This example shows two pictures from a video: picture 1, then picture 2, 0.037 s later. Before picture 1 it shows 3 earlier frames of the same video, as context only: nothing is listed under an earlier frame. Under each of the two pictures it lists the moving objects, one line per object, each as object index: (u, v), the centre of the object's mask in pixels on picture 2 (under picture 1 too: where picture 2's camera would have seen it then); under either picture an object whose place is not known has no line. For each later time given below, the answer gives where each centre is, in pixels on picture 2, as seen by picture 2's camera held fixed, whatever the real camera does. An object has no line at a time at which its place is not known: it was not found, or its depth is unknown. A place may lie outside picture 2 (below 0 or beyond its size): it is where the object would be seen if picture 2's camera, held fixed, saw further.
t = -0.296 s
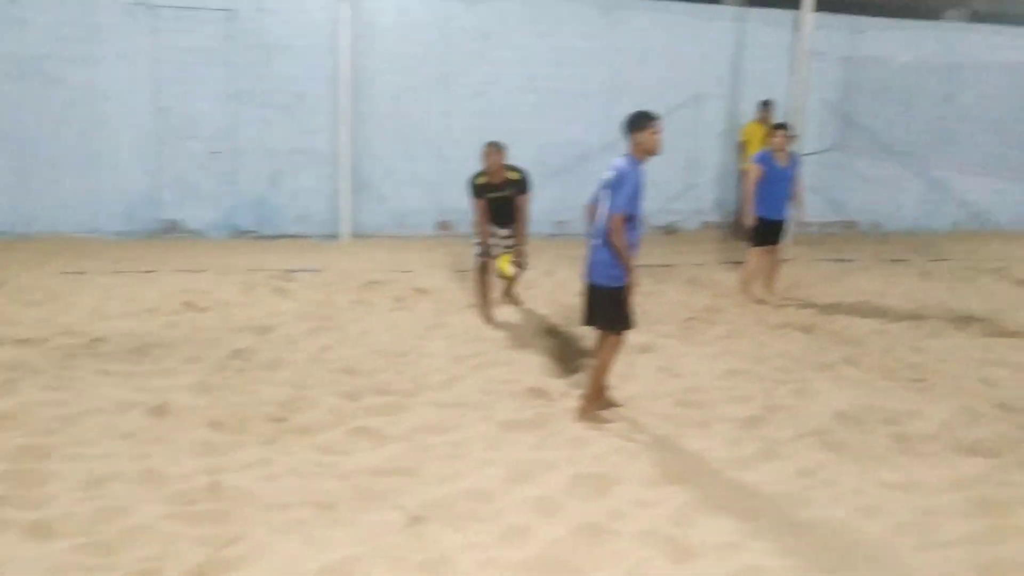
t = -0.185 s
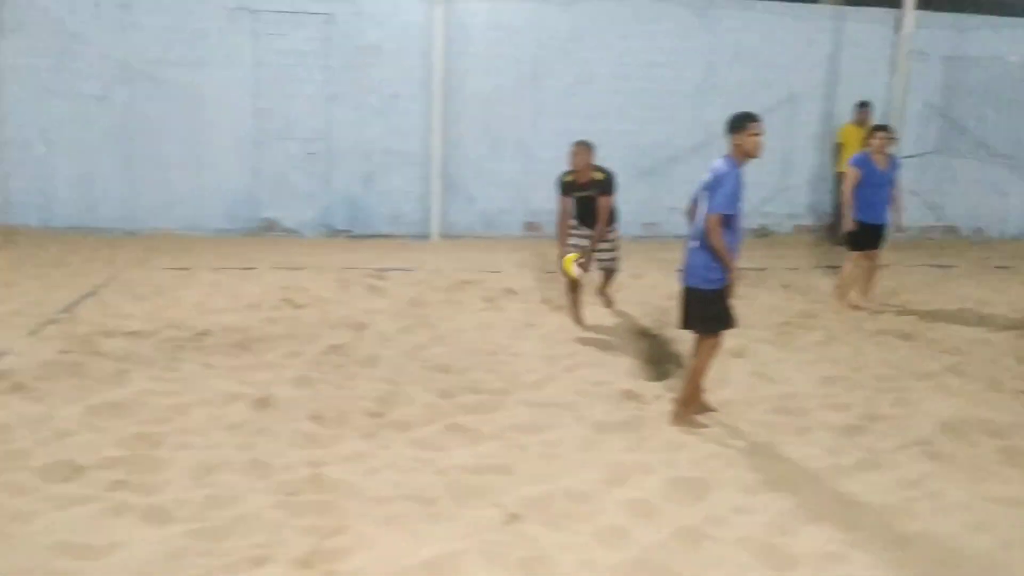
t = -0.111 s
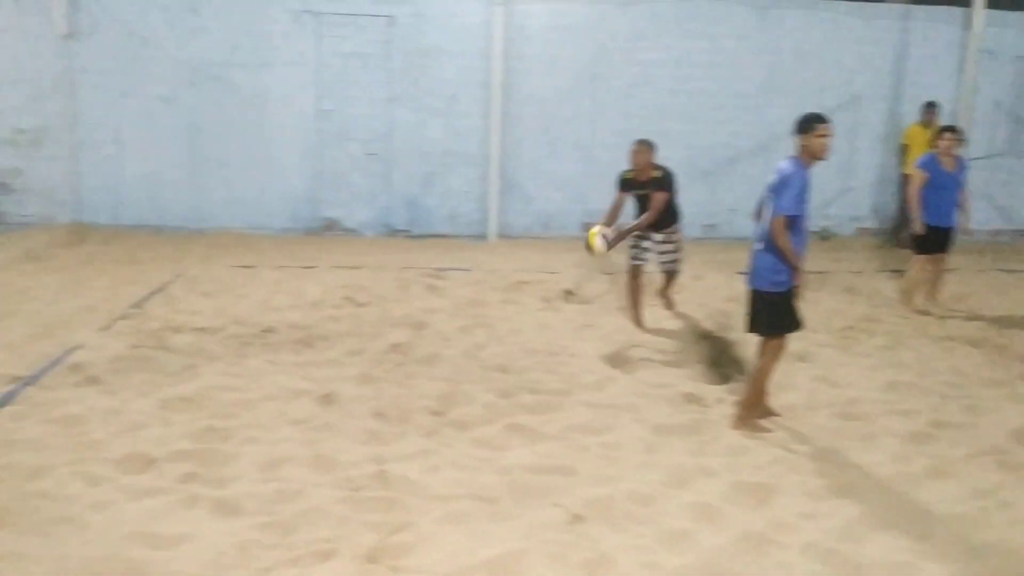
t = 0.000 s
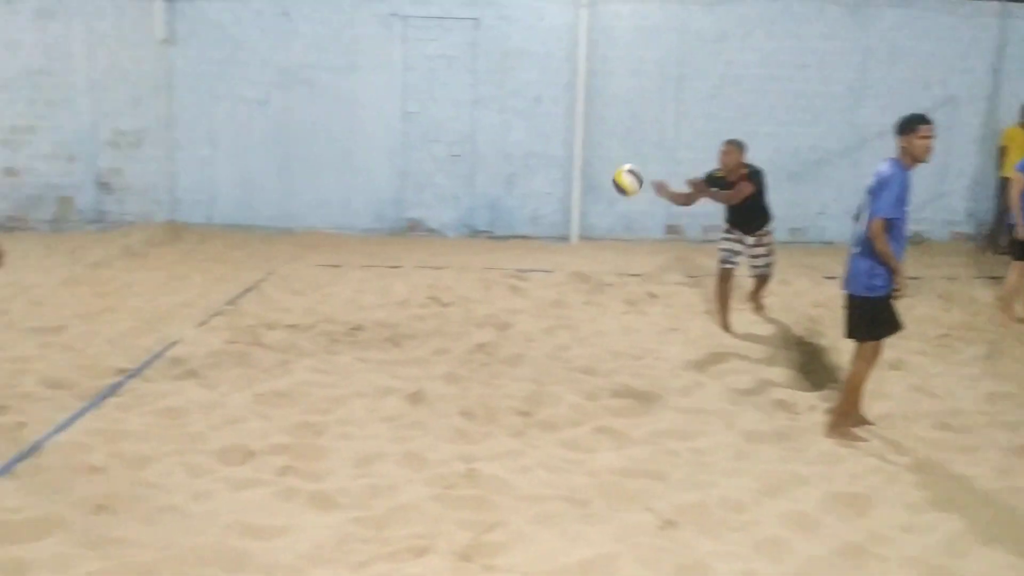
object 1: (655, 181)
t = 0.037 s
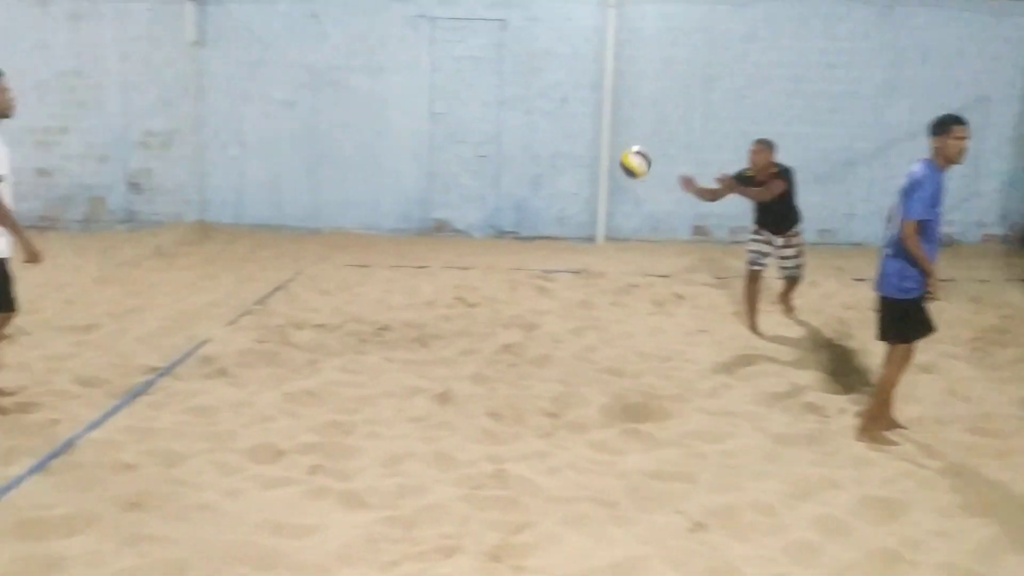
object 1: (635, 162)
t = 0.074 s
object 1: (615, 145)
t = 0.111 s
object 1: (594, 130)
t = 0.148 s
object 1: (573, 116)
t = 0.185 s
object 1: (550, 104)
